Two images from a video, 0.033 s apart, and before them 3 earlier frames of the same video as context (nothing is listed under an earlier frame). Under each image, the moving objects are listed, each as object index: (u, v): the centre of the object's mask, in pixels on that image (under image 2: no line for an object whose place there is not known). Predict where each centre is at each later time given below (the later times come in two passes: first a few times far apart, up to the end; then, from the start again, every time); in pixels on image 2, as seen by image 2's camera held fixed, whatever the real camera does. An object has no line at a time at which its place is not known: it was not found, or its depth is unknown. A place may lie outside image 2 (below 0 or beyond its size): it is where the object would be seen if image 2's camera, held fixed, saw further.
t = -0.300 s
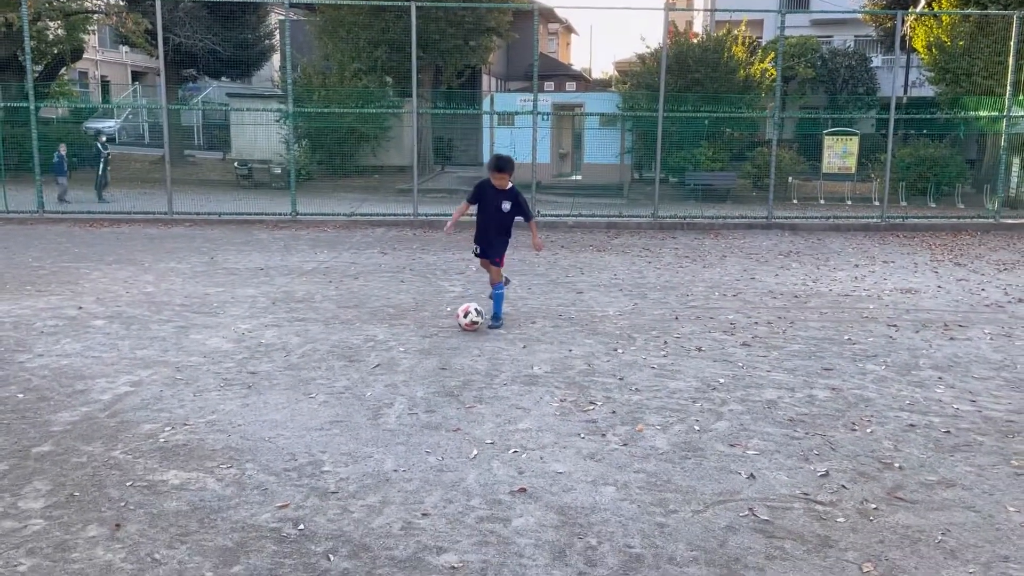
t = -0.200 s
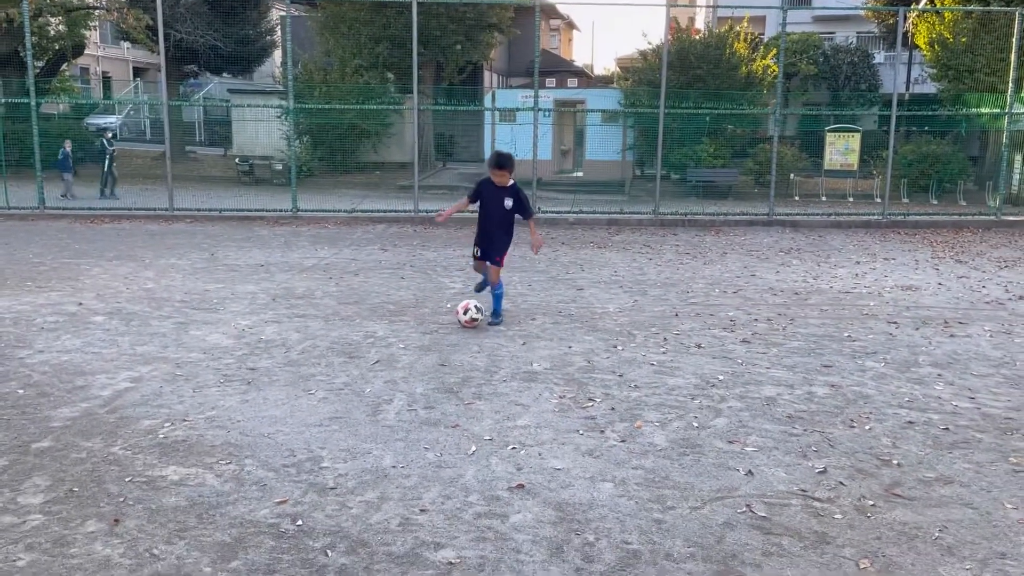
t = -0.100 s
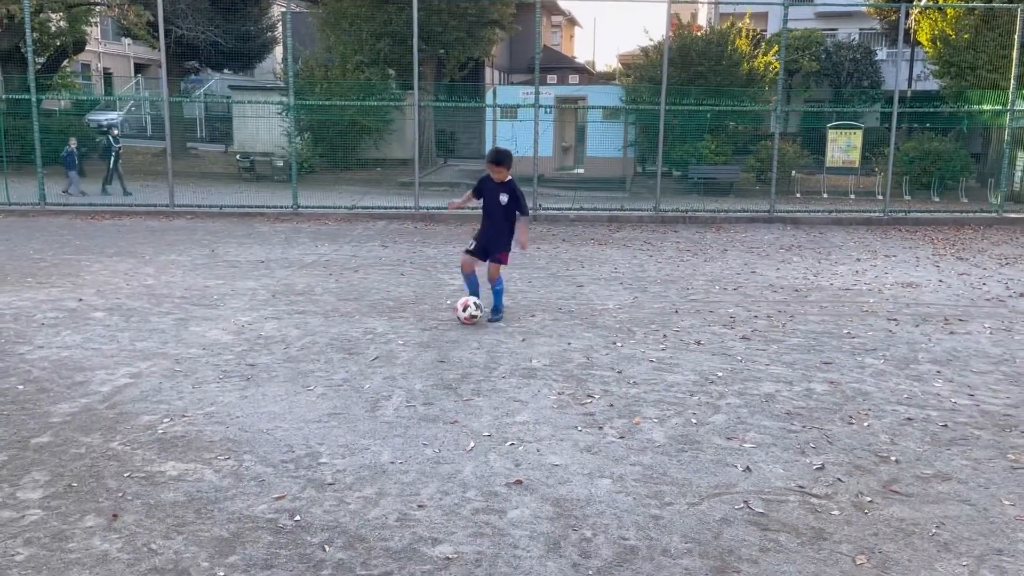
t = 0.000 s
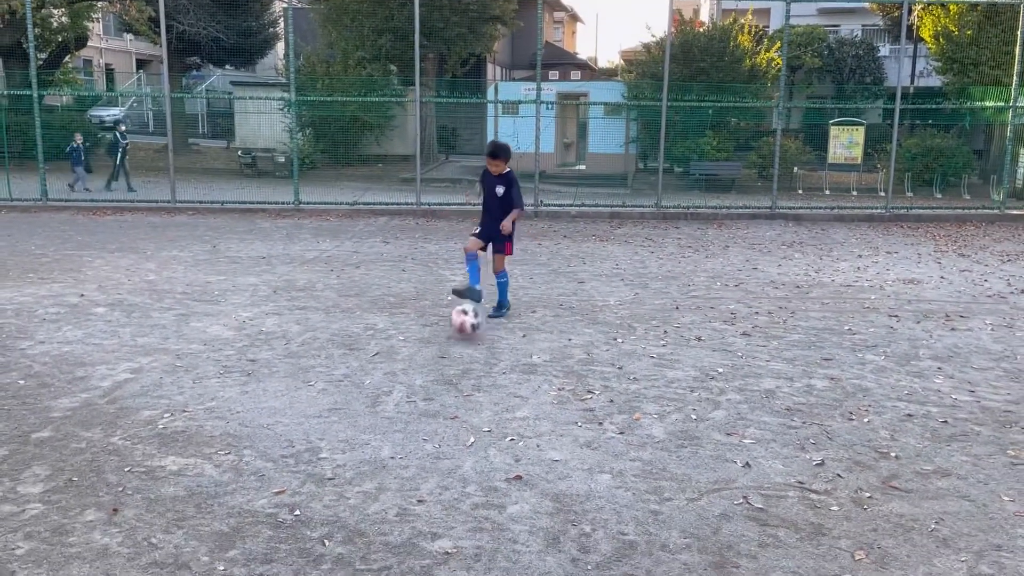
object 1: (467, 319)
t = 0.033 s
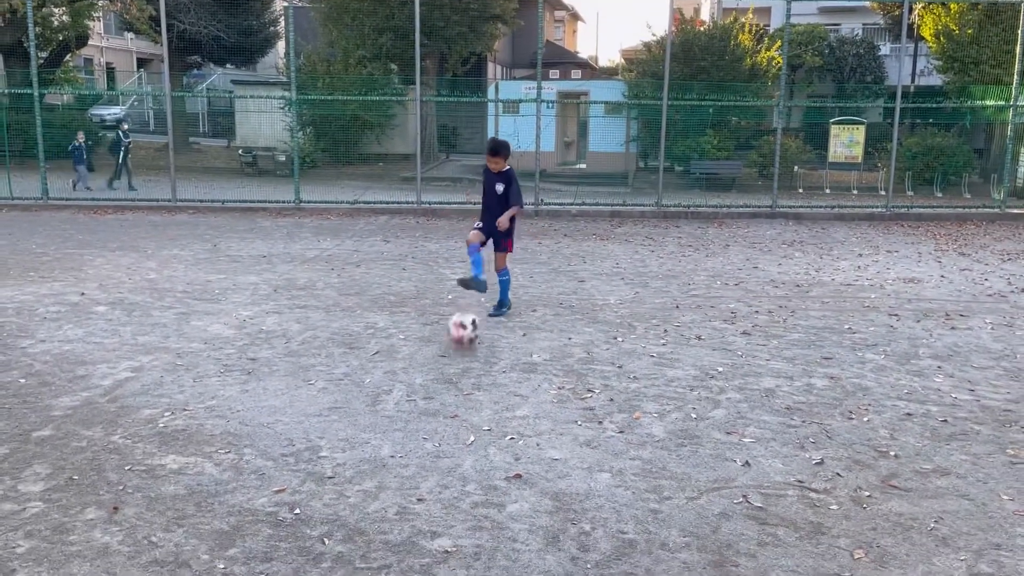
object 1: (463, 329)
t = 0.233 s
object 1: (450, 408)
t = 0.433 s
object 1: (434, 521)
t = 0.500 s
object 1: (428, 563)
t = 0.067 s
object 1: (461, 341)
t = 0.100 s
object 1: (459, 358)
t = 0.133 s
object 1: (457, 367)
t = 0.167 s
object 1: (455, 377)
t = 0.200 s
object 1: (453, 390)
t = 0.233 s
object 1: (450, 408)
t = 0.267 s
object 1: (448, 426)
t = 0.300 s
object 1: (445, 435)
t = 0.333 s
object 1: (443, 449)
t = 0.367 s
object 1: (441, 468)
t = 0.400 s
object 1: (437, 492)
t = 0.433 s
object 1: (434, 521)
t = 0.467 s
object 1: (431, 540)
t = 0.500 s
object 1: (428, 563)
